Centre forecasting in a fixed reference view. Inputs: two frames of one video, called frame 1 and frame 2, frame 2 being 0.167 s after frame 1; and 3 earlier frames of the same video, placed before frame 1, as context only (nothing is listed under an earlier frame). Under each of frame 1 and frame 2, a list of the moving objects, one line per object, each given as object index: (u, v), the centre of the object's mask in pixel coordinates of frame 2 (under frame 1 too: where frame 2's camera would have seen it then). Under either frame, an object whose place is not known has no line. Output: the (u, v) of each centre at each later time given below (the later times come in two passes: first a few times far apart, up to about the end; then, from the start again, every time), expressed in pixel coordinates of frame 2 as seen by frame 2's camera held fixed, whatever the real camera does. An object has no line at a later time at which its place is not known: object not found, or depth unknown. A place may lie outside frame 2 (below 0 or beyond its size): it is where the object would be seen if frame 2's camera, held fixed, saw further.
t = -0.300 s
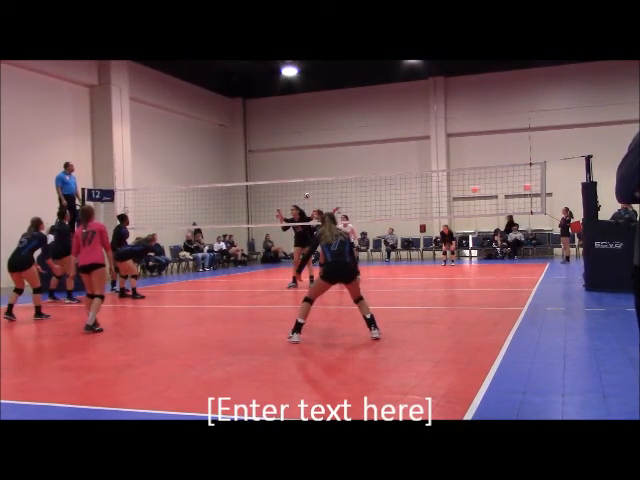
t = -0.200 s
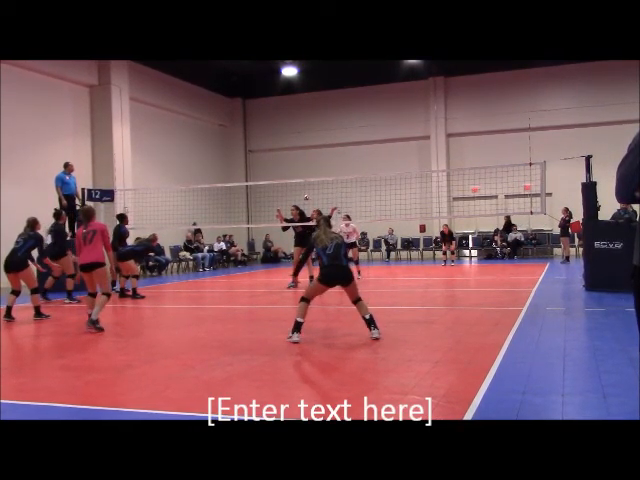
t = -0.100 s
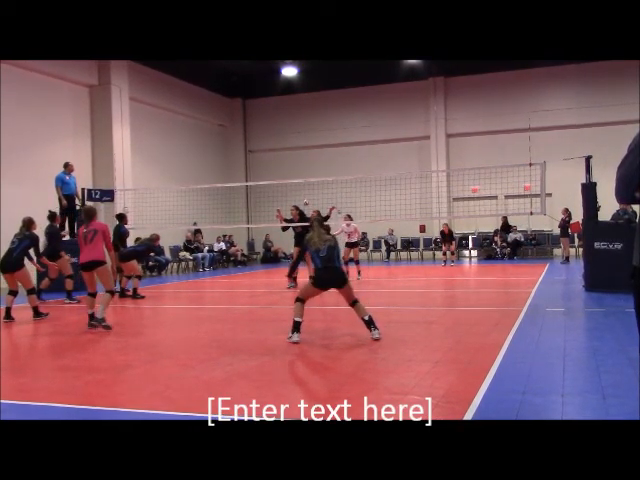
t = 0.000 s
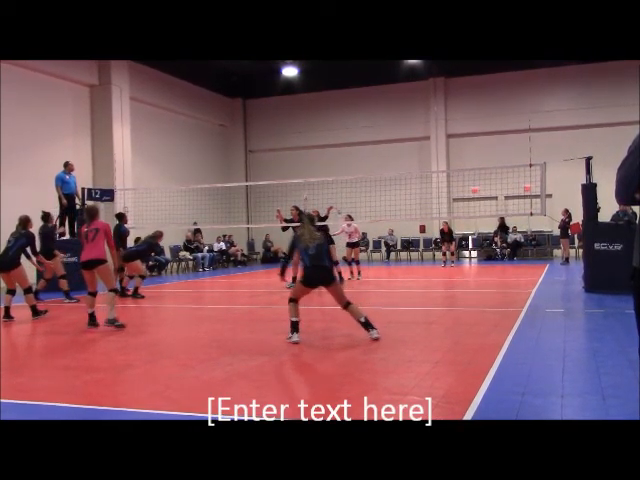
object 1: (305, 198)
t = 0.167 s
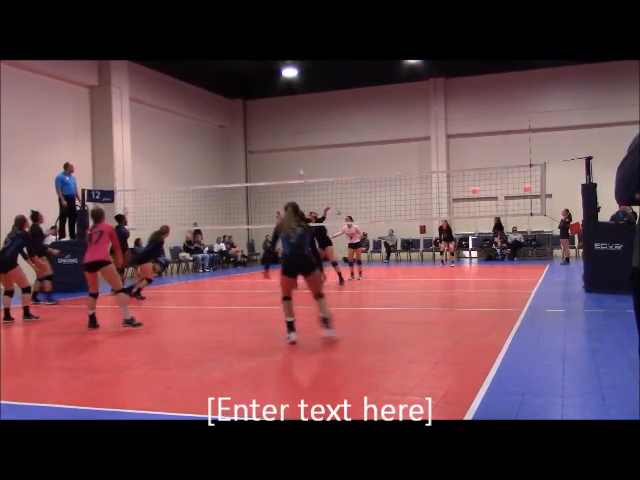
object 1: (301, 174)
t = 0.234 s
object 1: (299, 164)
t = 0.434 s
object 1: (292, 139)
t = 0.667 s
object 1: (280, 126)
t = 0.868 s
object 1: (264, 132)
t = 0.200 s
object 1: (300, 169)
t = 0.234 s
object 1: (299, 164)
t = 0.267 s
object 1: (299, 160)
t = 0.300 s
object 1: (297, 156)
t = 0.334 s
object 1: (296, 152)
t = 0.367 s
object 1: (295, 147)
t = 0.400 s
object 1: (293, 143)
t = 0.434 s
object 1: (292, 139)
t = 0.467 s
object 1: (291, 137)
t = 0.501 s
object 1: (290, 134)
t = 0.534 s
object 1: (288, 131)
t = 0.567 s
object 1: (286, 129)
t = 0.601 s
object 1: (285, 128)
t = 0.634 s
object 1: (282, 126)
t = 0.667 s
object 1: (280, 126)
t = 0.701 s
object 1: (277, 126)
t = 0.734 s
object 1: (275, 126)
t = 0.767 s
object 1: (272, 127)
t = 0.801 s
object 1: (270, 128)
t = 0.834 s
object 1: (266, 129)
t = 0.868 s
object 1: (264, 132)
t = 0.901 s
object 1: (260, 135)
